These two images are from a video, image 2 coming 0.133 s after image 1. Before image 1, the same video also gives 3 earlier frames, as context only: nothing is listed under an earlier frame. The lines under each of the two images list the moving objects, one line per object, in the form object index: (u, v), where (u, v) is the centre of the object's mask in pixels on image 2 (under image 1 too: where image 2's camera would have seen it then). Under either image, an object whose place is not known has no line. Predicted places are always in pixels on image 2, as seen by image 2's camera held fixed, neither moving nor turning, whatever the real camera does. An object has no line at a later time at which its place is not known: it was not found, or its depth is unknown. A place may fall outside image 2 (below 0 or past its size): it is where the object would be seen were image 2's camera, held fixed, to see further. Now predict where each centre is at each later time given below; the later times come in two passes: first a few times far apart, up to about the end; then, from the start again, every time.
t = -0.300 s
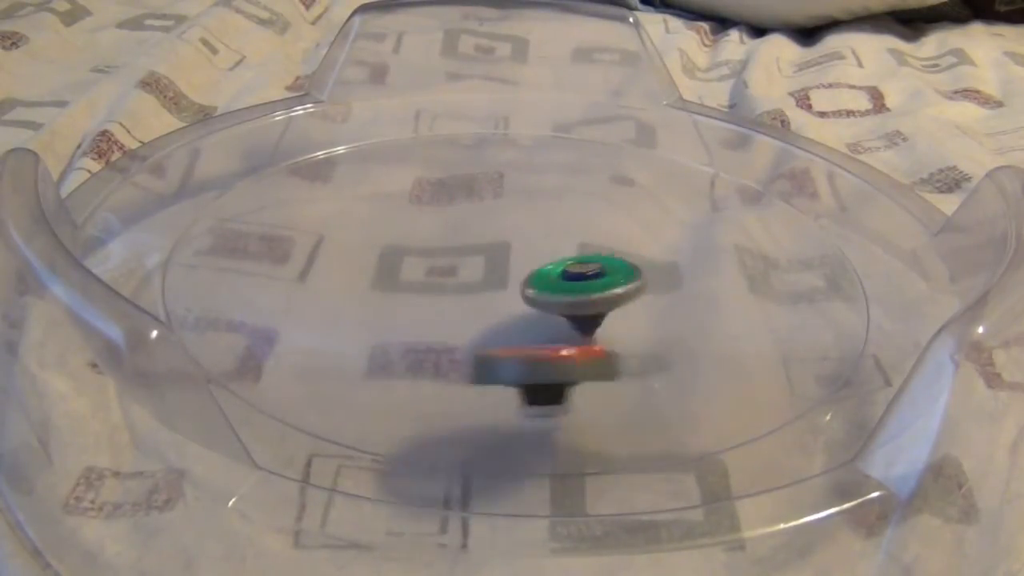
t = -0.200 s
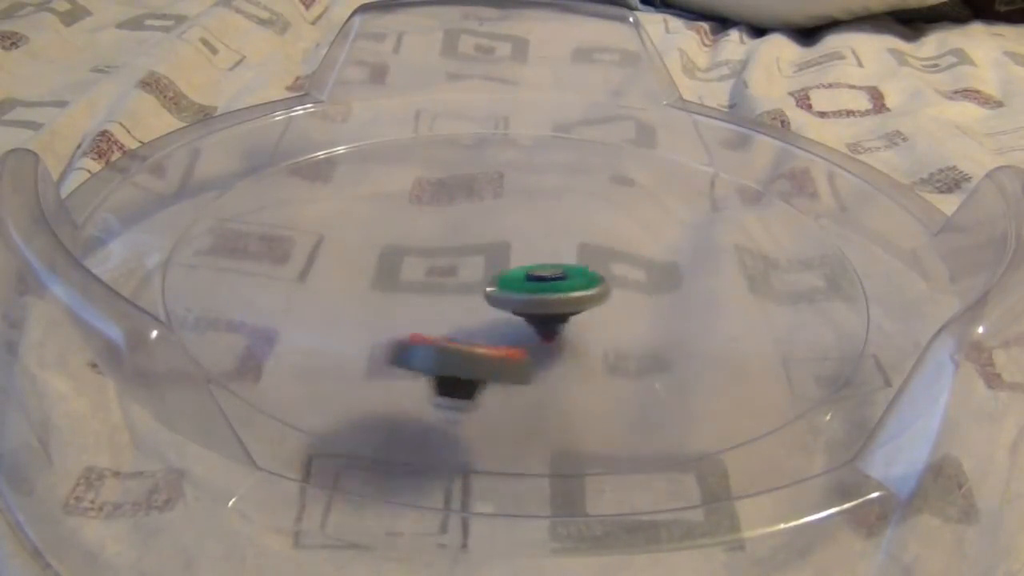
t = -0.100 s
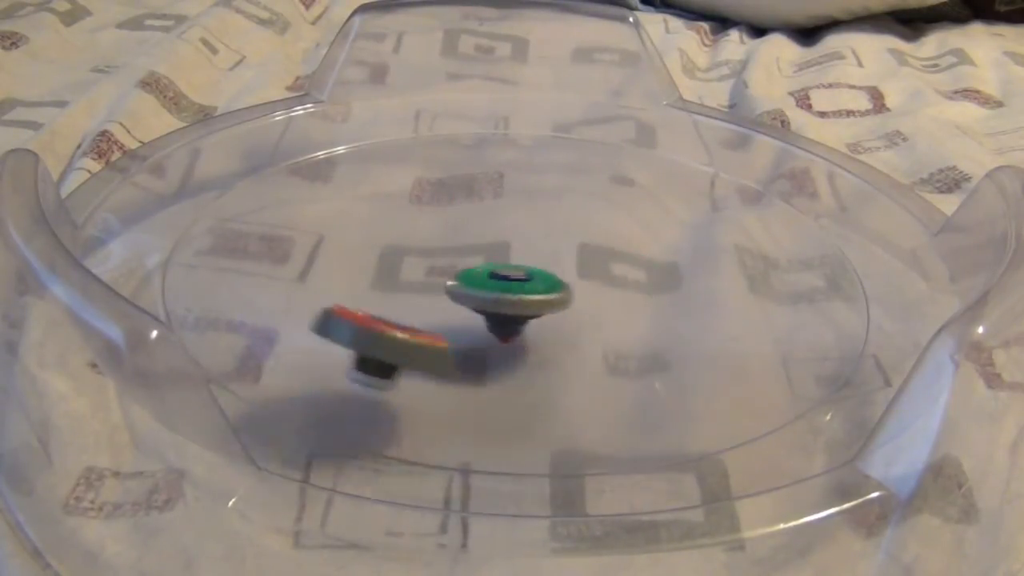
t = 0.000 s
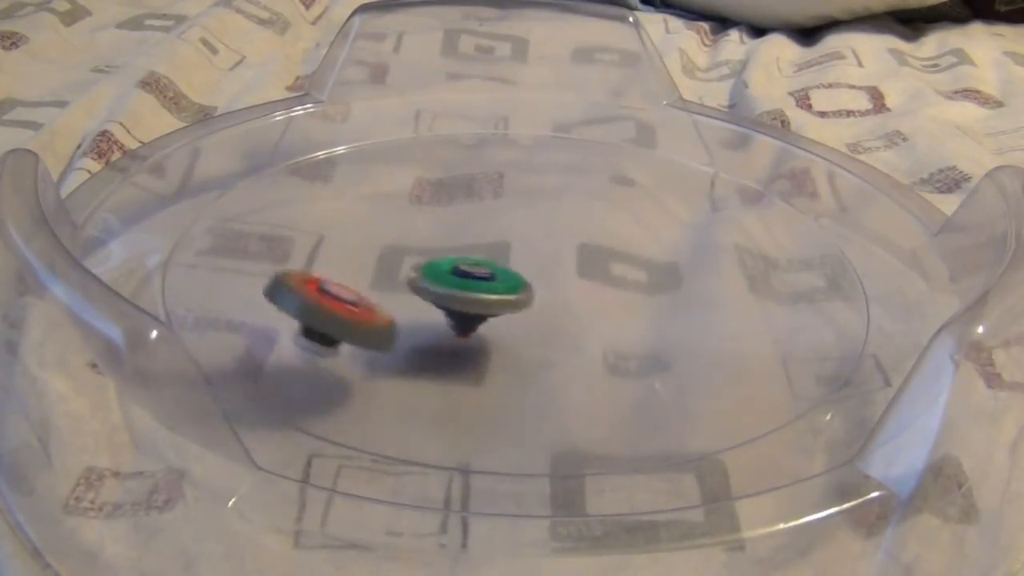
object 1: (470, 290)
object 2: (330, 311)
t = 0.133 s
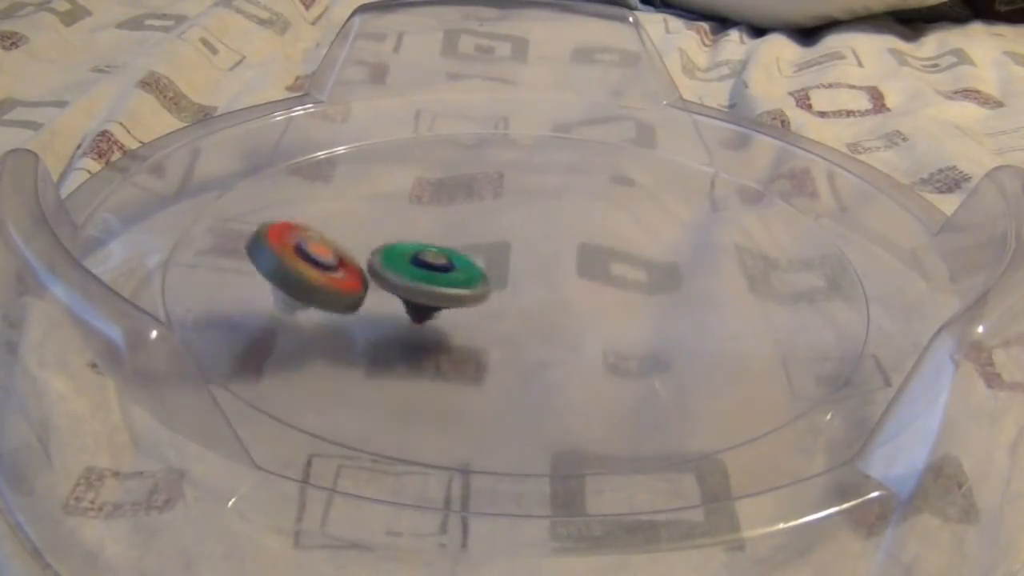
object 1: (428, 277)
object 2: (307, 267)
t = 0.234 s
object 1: (436, 273)
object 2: (308, 234)
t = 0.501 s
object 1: (506, 277)
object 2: (418, 195)
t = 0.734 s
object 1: (560, 293)
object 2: (573, 210)
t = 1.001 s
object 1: (547, 309)
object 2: (701, 274)
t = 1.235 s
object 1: (498, 303)
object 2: (675, 343)
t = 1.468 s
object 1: (464, 278)
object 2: (502, 369)
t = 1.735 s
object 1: (487, 265)
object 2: (319, 304)
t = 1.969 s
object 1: (519, 279)
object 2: (324, 232)
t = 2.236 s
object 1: (522, 305)
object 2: (462, 202)
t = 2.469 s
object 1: (489, 307)
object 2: (607, 223)
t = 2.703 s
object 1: (472, 291)
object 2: (691, 282)
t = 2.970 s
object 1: (504, 277)
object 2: (620, 357)
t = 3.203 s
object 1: (536, 284)
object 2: (437, 359)
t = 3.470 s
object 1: (526, 299)
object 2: (319, 281)
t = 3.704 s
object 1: (488, 296)
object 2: (374, 223)
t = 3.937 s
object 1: (480, 281)
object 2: (505, 205)
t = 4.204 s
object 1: (507, 276)
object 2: (645, 247)
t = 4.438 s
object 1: (526, 291)
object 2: (669, 315)
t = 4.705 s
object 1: (505, 301)
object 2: (523, 365)
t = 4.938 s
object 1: (485, 293)
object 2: (360, 327)
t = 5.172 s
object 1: (498, 281)
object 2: (340, 257)
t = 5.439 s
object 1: (530, 284)
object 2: (457, 213)
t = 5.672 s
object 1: (526, 294)
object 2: (593, 223)
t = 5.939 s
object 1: (494, 290)
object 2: (668, 290)
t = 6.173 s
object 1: (492, 279)
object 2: (588, 349)
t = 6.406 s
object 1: (511, 281)
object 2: (420, 339)
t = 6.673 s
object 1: (514, 295)
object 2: (331, 267)
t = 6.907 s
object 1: (497, 295)
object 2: (404, 222)
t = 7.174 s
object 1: (499, 285)
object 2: (563, 226)
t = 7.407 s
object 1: (520, 286)
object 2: (644, 282)
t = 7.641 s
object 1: (521, 293)
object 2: (600, 344)
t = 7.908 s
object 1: (505, 288)
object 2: (419, 342)
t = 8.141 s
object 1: (506, 279)
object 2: (343, 279)
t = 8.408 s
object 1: (512, 284)
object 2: (427, 228)
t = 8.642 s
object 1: (495, 289)
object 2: (562, 234)
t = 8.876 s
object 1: (490, 286)
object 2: (634, 290)
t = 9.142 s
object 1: (508, 288)
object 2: (557, 347)
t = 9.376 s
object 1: (506, 294)
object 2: (397, 330)
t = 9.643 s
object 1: (501, 289)
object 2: (378, 256)
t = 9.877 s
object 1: (514, 285)
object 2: (482, 222)
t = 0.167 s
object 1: (425, 274)
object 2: (306, 256)
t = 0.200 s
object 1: (432, 274)
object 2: (304, 244)
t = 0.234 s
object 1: (436, 273)
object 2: (308, 234)
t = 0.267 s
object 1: (442, 273)
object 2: (315, 225)
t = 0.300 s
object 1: (448, 273)
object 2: (325, 217)
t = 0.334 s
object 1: (457, 272)
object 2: (336, 210)
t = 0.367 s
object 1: (465, 273)
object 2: (349, 204)
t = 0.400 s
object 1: (475, 273)
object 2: (364, 201)
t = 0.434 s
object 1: (486, 274)
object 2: (381, 197)
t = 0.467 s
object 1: (496, 276)
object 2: (399, 195)
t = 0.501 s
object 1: (506, 277)
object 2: (418, 195)
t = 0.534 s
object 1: (516, 280)
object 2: (441, 195)
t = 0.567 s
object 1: (525, 281)
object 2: (461, 195)
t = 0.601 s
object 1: (536, 283)
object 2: (483, 197)
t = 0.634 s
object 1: (543, 286)
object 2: (506, 200)
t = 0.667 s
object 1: (552, 288)
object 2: (529, 203)
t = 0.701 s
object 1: (556, 290)
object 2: (552, 205)
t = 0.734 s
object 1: (560, 293)
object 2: (573, 210)
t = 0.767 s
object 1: (563, 295)
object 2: (596, 215)
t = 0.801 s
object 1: (562, 297)
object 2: (616, 221)
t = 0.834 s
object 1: (564, 300)
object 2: (635, 229)
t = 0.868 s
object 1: (562, 302)
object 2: (652, 237)
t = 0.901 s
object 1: (559, 304)
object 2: (667, 247)
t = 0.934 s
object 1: (557, 306)
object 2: (681, 256)
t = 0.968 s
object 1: (552, 308)
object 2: (692, 265)
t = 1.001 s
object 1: (547, 309)
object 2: (701, 274)
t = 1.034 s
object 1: (541, 310)
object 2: (707, 284)
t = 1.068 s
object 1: (536, 310)
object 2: (710, 294)
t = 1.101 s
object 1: (528, 309)
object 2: (710, 305)
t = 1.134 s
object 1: (521, 310)
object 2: (706, 315)
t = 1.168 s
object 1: (513, 307)
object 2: (700, 325)
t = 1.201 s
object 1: (505, 305)
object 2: (689, 334)
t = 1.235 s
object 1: (498, 303)
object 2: (675, 343)
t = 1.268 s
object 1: (491, 300)
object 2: (657, 351)
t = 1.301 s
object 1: (483, 297)
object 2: (638, 358)
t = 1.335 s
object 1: (478, 293)
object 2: (615, 363)
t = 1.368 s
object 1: (472, 289)
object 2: (589, 366)
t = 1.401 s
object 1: (469, 285)
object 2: (563, 369)
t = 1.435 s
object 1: (467, 281)
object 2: (530, 368)
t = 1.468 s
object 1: (464, 278)
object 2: (502, 369)
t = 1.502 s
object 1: (466, 276)
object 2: (472, 365)
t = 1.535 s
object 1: (465, 272)
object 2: (443, 360)
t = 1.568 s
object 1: (467, 270)
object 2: (416, 352)
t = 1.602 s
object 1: (471, 269)
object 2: (390, 346)
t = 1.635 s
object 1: (473, 266)
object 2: (366, 334)
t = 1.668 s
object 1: (477, 266)
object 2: (347, 324)
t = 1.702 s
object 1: (482, 266)
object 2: (331, 315)
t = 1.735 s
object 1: (487, 265)
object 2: (319, 304)
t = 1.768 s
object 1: (491, 267)
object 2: (312, 290)
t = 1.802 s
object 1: (496, 267)
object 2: (305, 278)
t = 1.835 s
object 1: (502, 269)
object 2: (303, 268)
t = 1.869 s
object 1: (505, 271)
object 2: (303, 258)
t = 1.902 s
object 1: (511, 273)
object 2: (307, 249)
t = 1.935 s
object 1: (517, 276)
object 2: (314, 239)
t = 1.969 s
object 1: (519, 279)
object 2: (324, 232)
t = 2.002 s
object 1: (524, 283)
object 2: (335, 225)
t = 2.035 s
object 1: (527, 286)
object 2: (349, 219)
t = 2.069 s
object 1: (527, 290)
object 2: (365, 214)
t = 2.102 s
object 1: (529, 293)
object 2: (382, 210)
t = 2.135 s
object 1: (528, 296)
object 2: (400, 207)
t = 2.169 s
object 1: (528, 299)
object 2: (419, 204)
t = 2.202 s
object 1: (526, 302)
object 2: (440, 202)
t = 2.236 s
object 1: (522, 305)
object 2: (462, 202)
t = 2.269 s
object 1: (520, 306)
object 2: (483, 203)
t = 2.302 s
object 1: (515, 308)
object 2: (505, 203)
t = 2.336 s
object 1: (510, 309)
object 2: (526, 205)
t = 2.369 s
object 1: (504, 309)
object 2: (548, 208)
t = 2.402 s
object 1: (499, 309)
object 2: (569, 212)
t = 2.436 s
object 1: (495, 308)
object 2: (588, 217)
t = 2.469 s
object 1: (489, 307)
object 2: (607, 223)
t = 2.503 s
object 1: (484, 306)
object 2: (625, 228)
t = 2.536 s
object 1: (482, 304)
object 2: (641, 236)
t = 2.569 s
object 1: (477, 301)
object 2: (655, 244)
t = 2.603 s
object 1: (474, 299)
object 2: (668, 253)
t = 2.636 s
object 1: (474, 297)
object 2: (678, 262)
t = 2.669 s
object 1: (472, 293)
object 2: (686, 272)
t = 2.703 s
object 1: (472, 291)
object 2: (691, 282)
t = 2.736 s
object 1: (475, 288)
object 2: (693, 293)
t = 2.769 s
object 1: (475, 285)
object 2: (693, 302)
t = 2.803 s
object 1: (479, 283)
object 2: (688, 313)
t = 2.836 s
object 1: (483, 282)
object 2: (681, 324)
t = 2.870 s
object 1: (487, 279)
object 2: (671, 333)
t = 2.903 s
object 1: (492, 279)
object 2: (658, 342)
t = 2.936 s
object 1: (498, 279)
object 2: (641, 350)
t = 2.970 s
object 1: (504, 277)
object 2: (620, 357)
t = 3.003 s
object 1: (509, 278)
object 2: (596, 362)
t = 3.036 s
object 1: (515, 278)
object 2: (572, 366)
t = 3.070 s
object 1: (521, 278)
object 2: (546, 367)
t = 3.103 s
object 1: (525, 279)
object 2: (518, 367)
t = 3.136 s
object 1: (529, 281)
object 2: (491, 368)
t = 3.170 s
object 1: (535, 282)
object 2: (464, 364)
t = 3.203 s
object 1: (536, 284)
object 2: (437, 359)
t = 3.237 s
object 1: (537, 287)
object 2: (413, 351)
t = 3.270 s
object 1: (540, 288)
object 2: (388, 345)
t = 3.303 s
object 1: (539, 290)
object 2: (368, 336)
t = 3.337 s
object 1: (537, 293)
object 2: (352, 326)
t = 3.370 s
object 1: (537, 295)
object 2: (340, 315)
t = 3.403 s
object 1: (533, 296)
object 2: (329, 304)
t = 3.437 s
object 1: (530, 298)
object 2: (323, 290)
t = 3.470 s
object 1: (526, 299)
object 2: (319, 281)
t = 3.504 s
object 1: (521, 300)
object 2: (319, 270)
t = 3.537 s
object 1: (516, 300)
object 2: (322, 261)
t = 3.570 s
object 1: (510, 300)
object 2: (327, 252)
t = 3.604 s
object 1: (504, 300)
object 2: (335, 243)
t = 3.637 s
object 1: (500, 299)
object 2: (346, 236)
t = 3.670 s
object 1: (494, 297)
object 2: (360, 229)
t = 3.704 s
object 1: (488, 296)
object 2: (374, 223)
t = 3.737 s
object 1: (485, 293)
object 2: (389, 218)
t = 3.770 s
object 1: (481, 291)
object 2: (407, 213)
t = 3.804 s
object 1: (480, 289)
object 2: (425, 210)
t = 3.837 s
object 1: (481, 287)
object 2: (445, 206)
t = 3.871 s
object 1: (479, 284)
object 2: (464, 204)
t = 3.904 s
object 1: (479, 282)
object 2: (485, 204)
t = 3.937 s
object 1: (480, 281)
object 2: (505, 205)
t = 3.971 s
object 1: (481, 278)
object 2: (526, 206)
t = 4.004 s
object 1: (482, 276)
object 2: (546, 210)
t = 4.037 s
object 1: (486, 276)
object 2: (566, 214)
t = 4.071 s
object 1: (489, 275)
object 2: (584, 219)
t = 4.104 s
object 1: (494, 274)
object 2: (601, 224)
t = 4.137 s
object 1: (496, 275)
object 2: (618, 231)
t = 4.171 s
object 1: (501, 276)
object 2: (632, 238)
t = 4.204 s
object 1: (507, 276)
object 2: (645, 247)
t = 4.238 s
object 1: (511, 278)
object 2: (656, 255)
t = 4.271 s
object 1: (513, 280)
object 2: (665, 265)
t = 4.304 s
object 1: (519, 282)
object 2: (671, 275)
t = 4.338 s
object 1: (522, 284)
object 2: (675, 285)
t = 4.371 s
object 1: (522, 287)
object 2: (675, 295)
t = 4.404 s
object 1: (525, 289)
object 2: (673, 305)
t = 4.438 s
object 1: (526, 291)
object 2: (669, 315)
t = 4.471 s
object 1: (523, 294)
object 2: (659, 325)
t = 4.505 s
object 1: (523, 296)
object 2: (647, 335)
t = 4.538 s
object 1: (523, 298)
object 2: (632, 343)
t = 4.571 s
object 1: (519, 299)
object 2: (615, 351)
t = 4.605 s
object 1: (515, 301)
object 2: (594, 356)
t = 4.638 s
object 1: (513, 302)
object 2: (572, 361)
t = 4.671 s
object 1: (509, 302)
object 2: (547, 364)
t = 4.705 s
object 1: (505, 301)
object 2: (523, 365)
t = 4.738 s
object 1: (501, 301)
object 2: (496, 365)
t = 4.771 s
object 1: (497, 300)
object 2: (470, 362)
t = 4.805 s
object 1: (494, 300)
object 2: (444, 356)
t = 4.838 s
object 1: (490, 298)
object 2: (423, 350)
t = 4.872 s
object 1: (486, 298)
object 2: (401, 346)
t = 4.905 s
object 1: (486, 296)
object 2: (377, 337)
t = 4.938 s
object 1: (485, 293)
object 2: (360, 327)
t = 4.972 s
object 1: (483, 291)
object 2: (350, 318)
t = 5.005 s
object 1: (484, 289)
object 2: (340, 307)
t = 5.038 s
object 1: (486, 287)
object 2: (332, 296)
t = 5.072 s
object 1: (487, 285)
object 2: (330, 287)
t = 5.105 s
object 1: (490, 283)
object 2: (331, 274)
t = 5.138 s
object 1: (494, 283)
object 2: (333, 264)
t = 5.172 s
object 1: (498, 281)
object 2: (340, 257)
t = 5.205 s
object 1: (502, 280)
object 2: (347, 248)
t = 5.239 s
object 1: (506, 281)
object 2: (359, 240)
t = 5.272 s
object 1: (511, 281)
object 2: (372, 234)
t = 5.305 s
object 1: (516, 280)
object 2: (385, 228)
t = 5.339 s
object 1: (519, 281)
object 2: (402, 222)
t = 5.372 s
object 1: (523, 283)
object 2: (419, 219)
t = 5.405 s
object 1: (527, 283)
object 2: (437, 216)
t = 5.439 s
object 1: (530, 284)
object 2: (457, 213)
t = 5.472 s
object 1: (531, 287)
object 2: (475, 211)
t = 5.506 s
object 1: (534, 288)
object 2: (497, 211)
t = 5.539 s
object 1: (534, 290)
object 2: (517, 210)
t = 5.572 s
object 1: (532, 290)
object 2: (537, 211)
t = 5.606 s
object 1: (529, 292)
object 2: (557, 215)
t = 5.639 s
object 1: (527, 293)
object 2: (576, 218)
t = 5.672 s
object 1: (526, 294)
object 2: (593, 223)
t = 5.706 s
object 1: (521, 295)
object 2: (609, 229)
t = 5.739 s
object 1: (517, 295)
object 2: (624, 236)
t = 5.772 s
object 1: (511, 295)
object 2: (637, 243)
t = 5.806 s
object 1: (507, 295)
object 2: (649, 252)
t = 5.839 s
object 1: (504, 294)
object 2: (657, 261)
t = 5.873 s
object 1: (499, 292)
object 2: (663, 269)
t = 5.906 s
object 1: (496, 292)
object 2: (668, 280)
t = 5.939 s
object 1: (494, 290)
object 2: (668, 290)
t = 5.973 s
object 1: (490, 287)
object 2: (666, 298)
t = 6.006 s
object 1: (487, 286)
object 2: (661, 310)
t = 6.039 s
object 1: (488, 284)
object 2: (651, 320)
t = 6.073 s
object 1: (488, 282)
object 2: (641, 328)
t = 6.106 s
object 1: (487, 281)
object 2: (625, 337)
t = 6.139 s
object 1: (489, 280)
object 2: (607, 344)
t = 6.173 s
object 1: (492, 279)
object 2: (588, 349)
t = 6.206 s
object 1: (494, 278)
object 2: (566, 353)
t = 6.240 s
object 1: (496, 277)
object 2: (541, 349)
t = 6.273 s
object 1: (498, 278)
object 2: (516, 350)
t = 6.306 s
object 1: (502, 279)
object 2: (491, 349)
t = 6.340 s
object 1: (506, 278)
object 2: (465, 346)
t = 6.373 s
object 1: (509, 279)
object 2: (443, 343)
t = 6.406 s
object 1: (511, 281)
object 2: (420, 339)
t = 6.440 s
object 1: (514, 283)
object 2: (395, 330)
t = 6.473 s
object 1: (517, 284)
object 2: (377, 323)
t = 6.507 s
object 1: (518, 286)
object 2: (361, 315)
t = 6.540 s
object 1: (518, 289)
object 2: (350, 305)
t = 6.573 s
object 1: (519, 290)
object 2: (340, 296)
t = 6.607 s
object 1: (519, 292)
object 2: (333, 287)
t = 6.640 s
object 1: (516, 294)
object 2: (331, 277)
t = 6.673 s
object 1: (514, 295)
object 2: (331, 267)
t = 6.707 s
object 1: (513, 297)
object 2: (333, 258)
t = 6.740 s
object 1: (511, 297)
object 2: (340, 250)
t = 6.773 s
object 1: (507, 297)
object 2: (350, 243)
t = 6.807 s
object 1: (503, 298)
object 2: (360, 236)
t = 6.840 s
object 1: (501, 297)
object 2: (374, 230)
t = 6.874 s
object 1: (499, 297)
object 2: (389, 227)
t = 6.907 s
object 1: (497, 295)
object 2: (404, 222)
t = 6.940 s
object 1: (494, 294)
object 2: (422, 219)
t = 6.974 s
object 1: (493, 293)
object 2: (440, 217)
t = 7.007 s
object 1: (495, 292)
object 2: (460, 214)
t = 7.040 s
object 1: (494, 289)
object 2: (481, 213)
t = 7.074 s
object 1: (493, 288)
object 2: (501, 214)
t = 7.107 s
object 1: (494, 287)
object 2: (522, 218)
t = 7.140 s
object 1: (497, 287)
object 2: (542, 220)
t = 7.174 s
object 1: (499, 285)
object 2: (563, 226)
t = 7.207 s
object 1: (501, 283)
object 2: (578, 232)
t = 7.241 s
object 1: (505, 284)
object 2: (595, 239)
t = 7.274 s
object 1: (508, 284)
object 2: (609, 247)
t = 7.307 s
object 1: (512, 283)
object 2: (621, 255)
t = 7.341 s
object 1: (516, 283)
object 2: (631, 264)
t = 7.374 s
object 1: (518, 285)
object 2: (639, 273)
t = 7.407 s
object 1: (520, 286)
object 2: (644, 282)
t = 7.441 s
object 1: (523, 287)
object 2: (648, 292)
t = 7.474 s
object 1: (525, 287)
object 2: (647, 301)
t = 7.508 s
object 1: (524, 289)
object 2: (644, 311)
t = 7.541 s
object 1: (523, 291)
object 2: (638, 320)
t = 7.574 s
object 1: (523, 292)
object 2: (626, 330)
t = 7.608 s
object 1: (523, 292)
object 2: (615, 337)
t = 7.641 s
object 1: (521, 293)
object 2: (600, 344)
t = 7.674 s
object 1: (518, 293)
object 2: (566, 351)
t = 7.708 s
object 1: (516, 294)
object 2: (547, 354)
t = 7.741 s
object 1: (515, 293)
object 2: (533, 356)
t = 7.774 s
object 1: (513, 292)
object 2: (514, 356)
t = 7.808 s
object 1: (509, 291)
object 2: (491, 349)
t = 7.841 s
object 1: (505, 291)
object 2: (463, 347)
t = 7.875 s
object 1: (504, 290)
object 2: (441, 348)
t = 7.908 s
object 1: (505, 288)
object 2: (419, 342)
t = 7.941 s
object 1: (502, 286)
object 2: (397, 331)
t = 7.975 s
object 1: (501, 285)
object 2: (380, 327)
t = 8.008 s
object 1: (502, 283)
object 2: (367, 316)
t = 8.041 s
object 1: (504, 282)
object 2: (357, 307)
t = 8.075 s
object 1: (505, 280)
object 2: (350, 297)
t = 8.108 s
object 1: (505, 280)
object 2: (345, 289)
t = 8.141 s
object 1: (506, 279)
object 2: (343, 279)
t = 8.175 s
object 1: (508, 280)
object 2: (346, 269)
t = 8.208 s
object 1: (511, 280)
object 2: (351, 262)
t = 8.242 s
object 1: (511, 280)
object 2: (358, 255)
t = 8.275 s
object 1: (512, 280)
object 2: (369, 247)
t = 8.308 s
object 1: (511, 281)
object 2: (381, 242)
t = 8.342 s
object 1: (512, 283)
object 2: (394, 237)
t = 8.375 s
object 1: (512, 283)
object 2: (410, 232)
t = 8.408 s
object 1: (512, 284)
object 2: (427, 228)
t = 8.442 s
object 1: (511, 286)
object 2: (445, 226)
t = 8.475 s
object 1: (510, 287)
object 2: (461, 221)
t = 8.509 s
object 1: (508, 288)
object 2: (485, 221)
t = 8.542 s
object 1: (504, 289)
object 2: (504, 221)
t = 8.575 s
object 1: (500, 290)
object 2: (524, 223)
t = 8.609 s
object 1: (495, 289)
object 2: (545, 228)
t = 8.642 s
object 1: (495, 289)
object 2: (562, 234)
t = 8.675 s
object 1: (492, 289)
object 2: (578, 241)
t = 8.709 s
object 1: (491, 288)
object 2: (593, 249)
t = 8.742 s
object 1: (489, 286)
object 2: (605, 257)
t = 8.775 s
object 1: (489, 286)
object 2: (616, 264)
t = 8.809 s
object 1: (488, 286)
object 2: (626, 273)
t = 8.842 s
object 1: (488, 285)
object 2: (631, 282)
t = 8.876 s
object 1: (490, 286)
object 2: (634, 290)
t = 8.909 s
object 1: (492, 286)
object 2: (635, 299)
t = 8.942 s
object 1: (493, 286)
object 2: (631, 309)
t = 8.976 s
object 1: (496, 284)
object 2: (626, 317)
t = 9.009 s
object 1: (501, 285)
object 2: (616, 326)
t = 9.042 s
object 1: (503, 287)
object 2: (602, 334)
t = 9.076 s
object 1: (504, 287)
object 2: (588, 340)
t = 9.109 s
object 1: (507, 287)
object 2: (567, 345)
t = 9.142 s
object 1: (508, 288)
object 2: (557, 347)
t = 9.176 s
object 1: (507, 288)
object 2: (528, 351)
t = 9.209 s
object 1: (508, 288)
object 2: (503, 351)
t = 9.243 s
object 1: (511, 289)
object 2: (477, 350)
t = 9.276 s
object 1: (512, 292)
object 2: (456, 343)
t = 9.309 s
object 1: (509, 293)
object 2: (442, 342)
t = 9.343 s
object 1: (506, 294)
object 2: (416, 333)
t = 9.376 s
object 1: (506, 294)
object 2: (397, 330)
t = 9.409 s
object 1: (505, 294)
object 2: (384, 317)
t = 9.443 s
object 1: (503, 293)
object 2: (372, 310)
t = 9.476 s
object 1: (501, 293)
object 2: (365, 301)
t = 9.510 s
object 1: (498, 293)
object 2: (364, 289)
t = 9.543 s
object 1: (497, 292)
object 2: (362, 279)
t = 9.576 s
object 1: (499, 292)
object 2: (365, 271)
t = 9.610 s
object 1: (501, 290)
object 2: (371, 264)
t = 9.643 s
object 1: (501, 289)
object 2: (378, 256)
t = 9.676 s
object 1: (500, 287)
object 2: (388, 249)
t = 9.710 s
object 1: (500, 285)
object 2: (399, 244)
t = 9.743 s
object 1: (505, 285)
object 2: (412, 238)
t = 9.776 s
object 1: (509, 286)
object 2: (426, 232)
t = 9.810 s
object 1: (510, 286)
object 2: (443, 228)
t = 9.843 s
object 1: (511, 286)
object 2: (461, 225)
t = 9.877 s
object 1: (514, 285)
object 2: (482, 222)
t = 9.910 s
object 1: (517, 285)
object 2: (502, 221)
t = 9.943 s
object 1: (513, 286)
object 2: (524, 222)
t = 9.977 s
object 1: (514, 286)
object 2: (546, 226)
